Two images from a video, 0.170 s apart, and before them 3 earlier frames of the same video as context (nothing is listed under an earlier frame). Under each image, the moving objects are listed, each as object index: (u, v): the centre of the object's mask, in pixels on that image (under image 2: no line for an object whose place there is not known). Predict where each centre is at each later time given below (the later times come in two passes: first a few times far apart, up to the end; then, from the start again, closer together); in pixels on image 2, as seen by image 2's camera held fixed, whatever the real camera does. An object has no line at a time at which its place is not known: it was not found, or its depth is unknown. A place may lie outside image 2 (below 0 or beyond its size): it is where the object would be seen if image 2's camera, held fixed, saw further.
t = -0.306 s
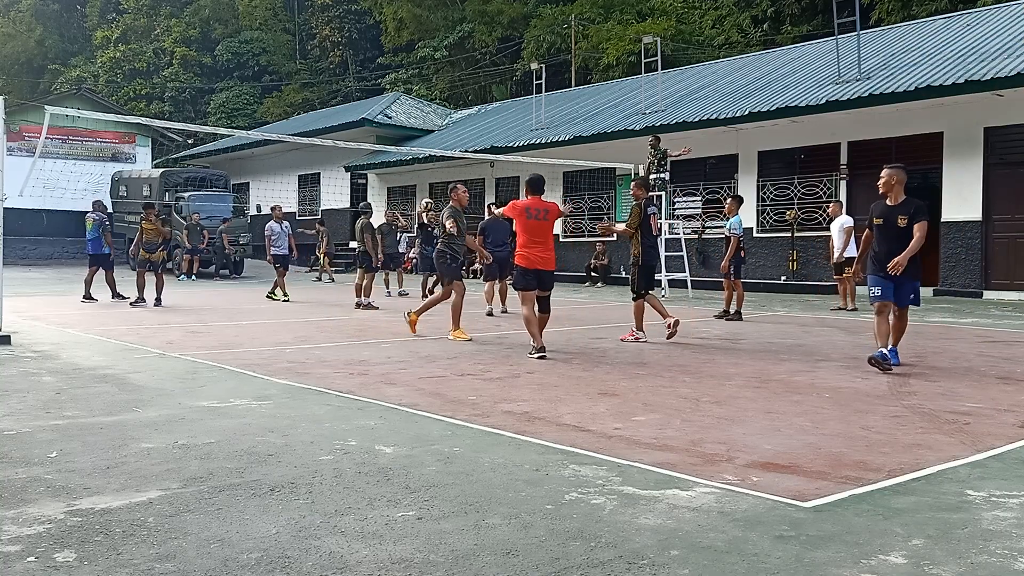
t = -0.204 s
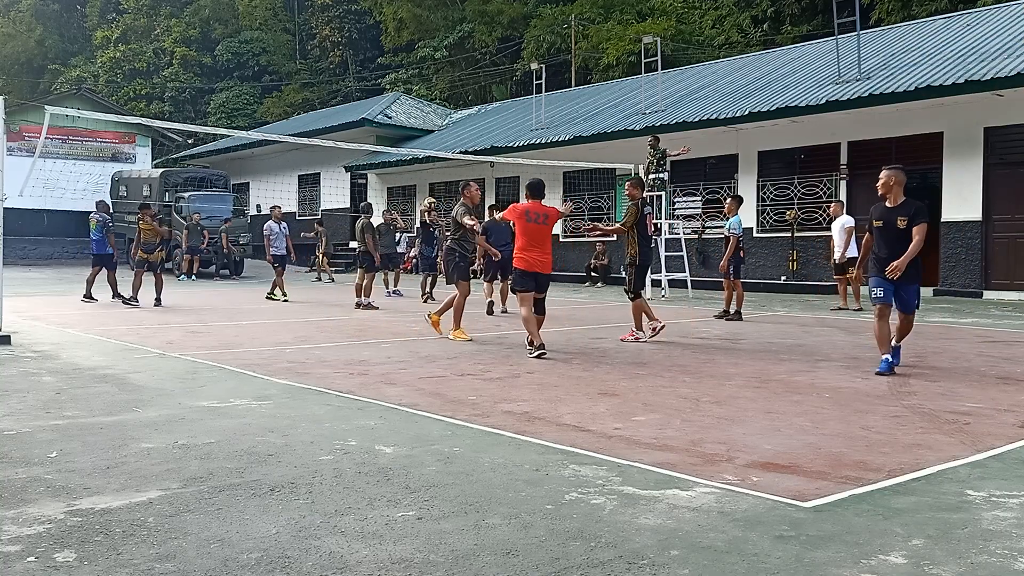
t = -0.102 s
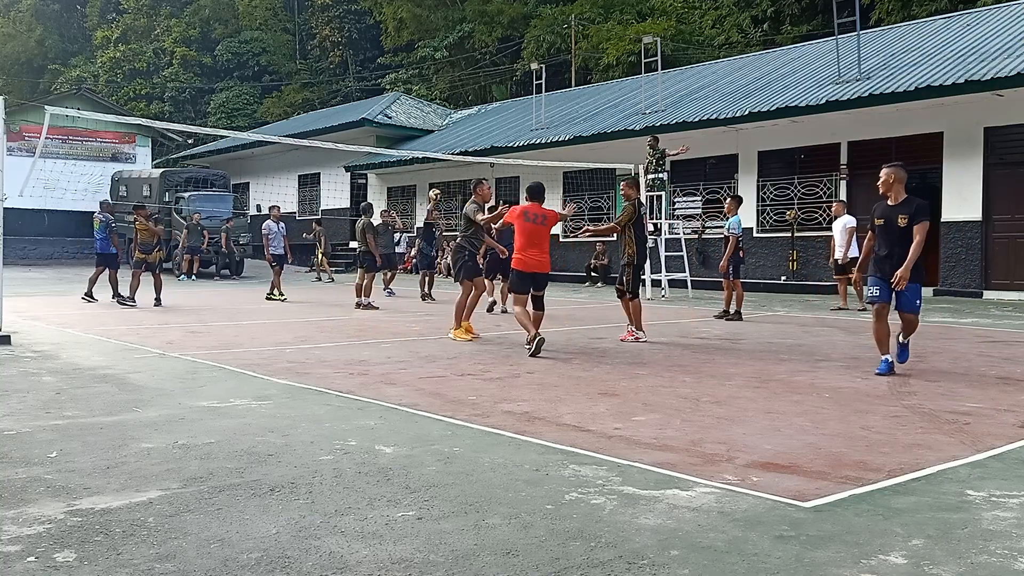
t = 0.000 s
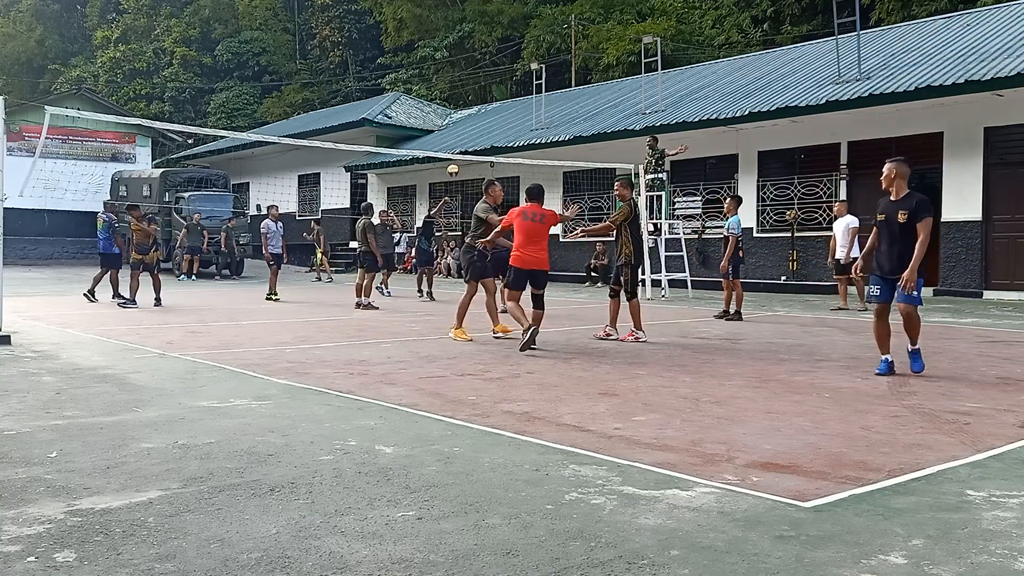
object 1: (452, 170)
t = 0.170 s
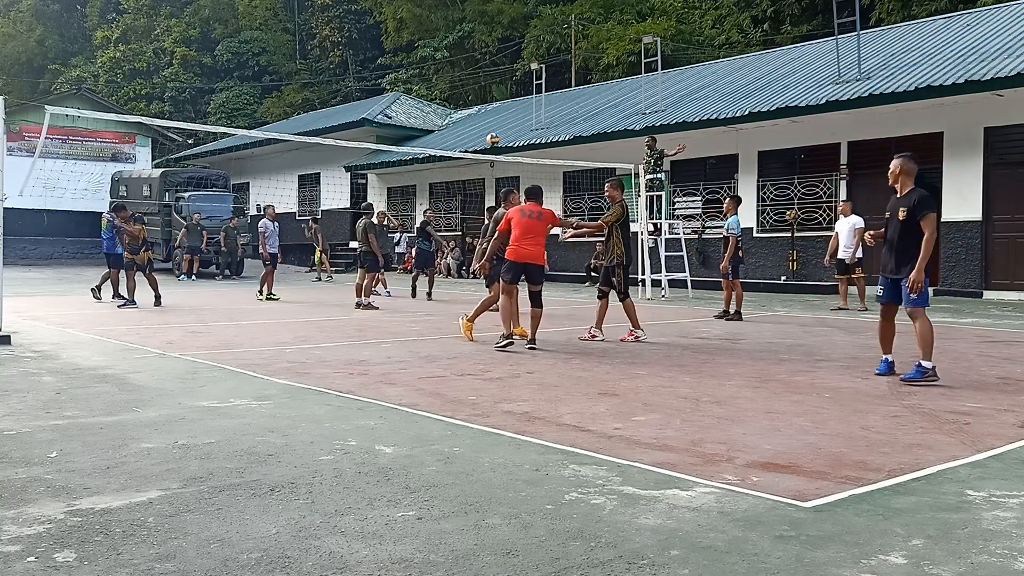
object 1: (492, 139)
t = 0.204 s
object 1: (501, 135)
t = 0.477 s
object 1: (575, 119)
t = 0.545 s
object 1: (595, 122)
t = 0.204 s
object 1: (501, 135)
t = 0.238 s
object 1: (509, 130)
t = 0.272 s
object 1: (518, 127)
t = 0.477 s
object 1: (575, 119)
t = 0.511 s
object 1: (585, 121)
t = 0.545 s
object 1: (595, 122)
